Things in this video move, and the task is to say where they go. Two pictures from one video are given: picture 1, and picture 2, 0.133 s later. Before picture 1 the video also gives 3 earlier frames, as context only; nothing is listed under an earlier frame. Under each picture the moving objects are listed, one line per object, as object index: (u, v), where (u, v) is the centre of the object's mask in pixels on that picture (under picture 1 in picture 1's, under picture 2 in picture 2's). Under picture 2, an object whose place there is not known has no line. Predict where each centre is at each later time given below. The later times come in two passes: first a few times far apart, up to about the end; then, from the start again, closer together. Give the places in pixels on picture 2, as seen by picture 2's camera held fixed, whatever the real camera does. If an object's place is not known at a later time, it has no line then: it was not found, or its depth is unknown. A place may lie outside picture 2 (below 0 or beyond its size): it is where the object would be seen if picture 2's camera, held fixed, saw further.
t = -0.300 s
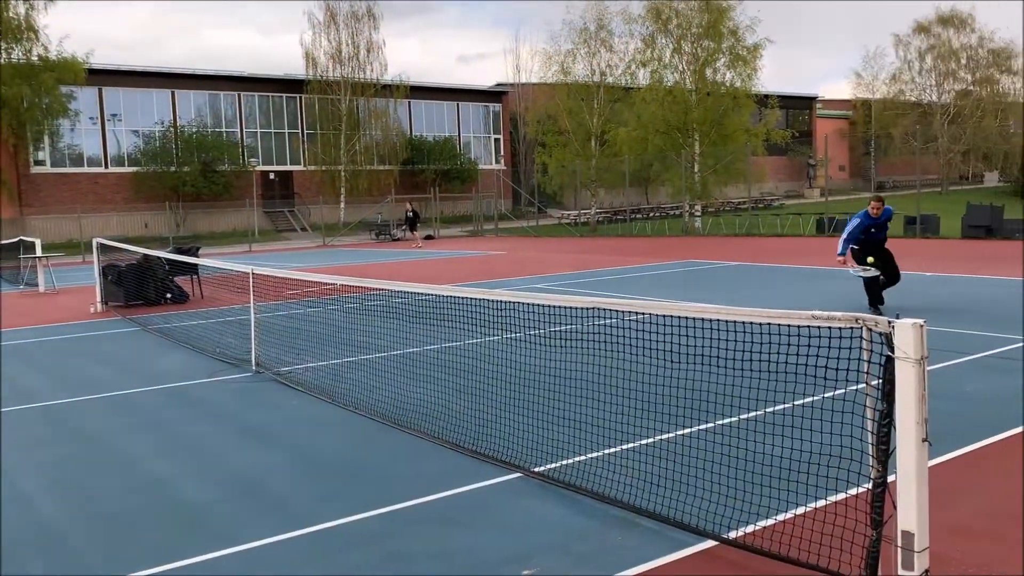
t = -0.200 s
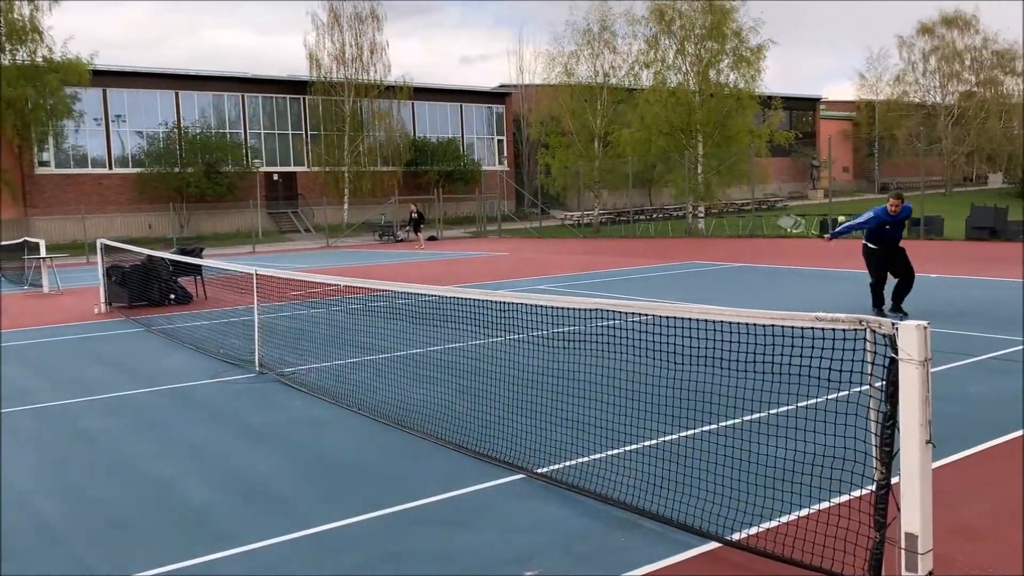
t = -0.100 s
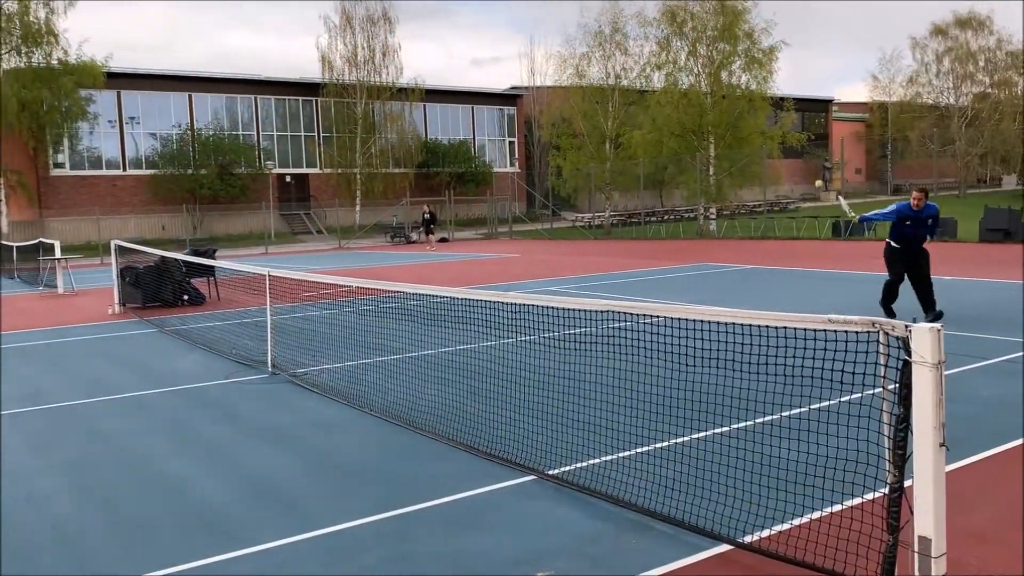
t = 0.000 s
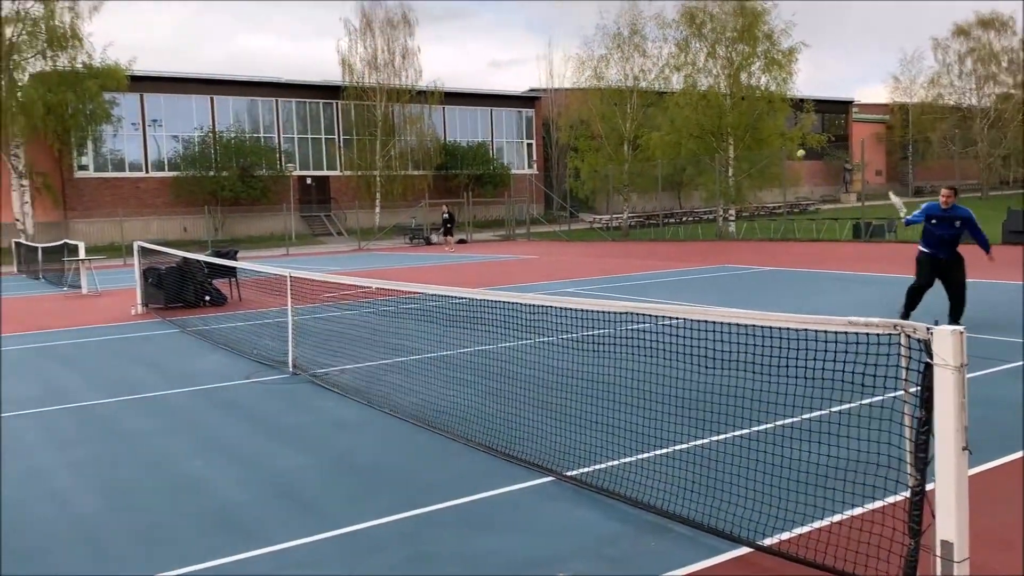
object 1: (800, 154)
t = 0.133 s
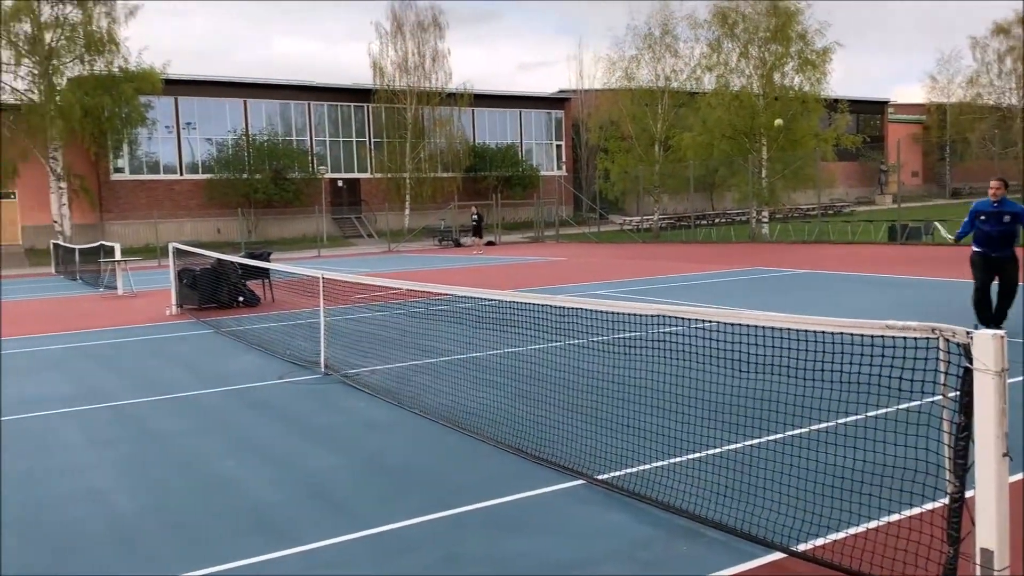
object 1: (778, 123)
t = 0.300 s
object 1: (701, 106)
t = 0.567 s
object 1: (548, 153)
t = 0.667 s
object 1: (480, 202)
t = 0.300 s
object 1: (701, 106)
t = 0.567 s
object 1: (548, 153)
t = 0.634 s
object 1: (504, 184)
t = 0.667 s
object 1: (480, 202)
